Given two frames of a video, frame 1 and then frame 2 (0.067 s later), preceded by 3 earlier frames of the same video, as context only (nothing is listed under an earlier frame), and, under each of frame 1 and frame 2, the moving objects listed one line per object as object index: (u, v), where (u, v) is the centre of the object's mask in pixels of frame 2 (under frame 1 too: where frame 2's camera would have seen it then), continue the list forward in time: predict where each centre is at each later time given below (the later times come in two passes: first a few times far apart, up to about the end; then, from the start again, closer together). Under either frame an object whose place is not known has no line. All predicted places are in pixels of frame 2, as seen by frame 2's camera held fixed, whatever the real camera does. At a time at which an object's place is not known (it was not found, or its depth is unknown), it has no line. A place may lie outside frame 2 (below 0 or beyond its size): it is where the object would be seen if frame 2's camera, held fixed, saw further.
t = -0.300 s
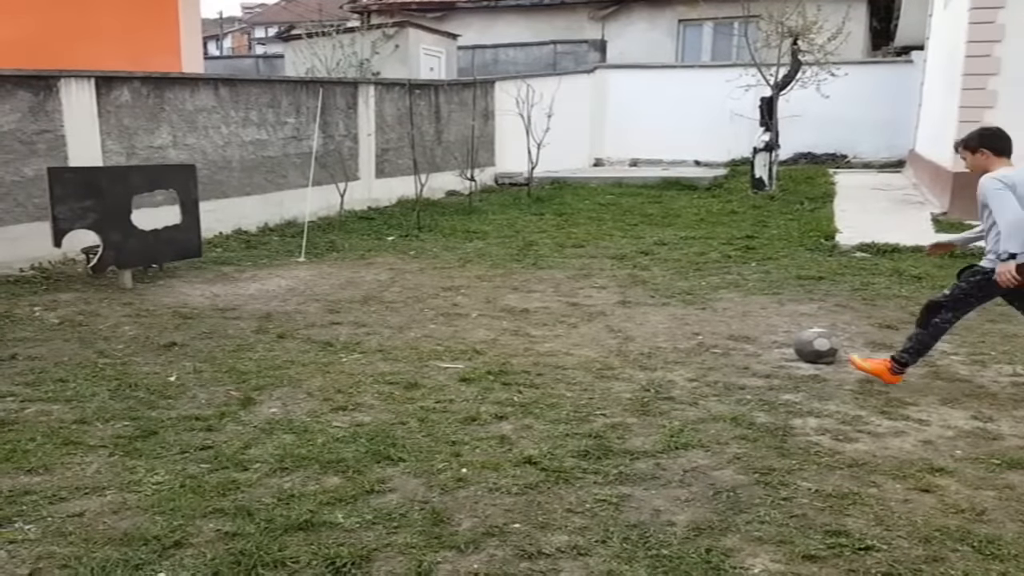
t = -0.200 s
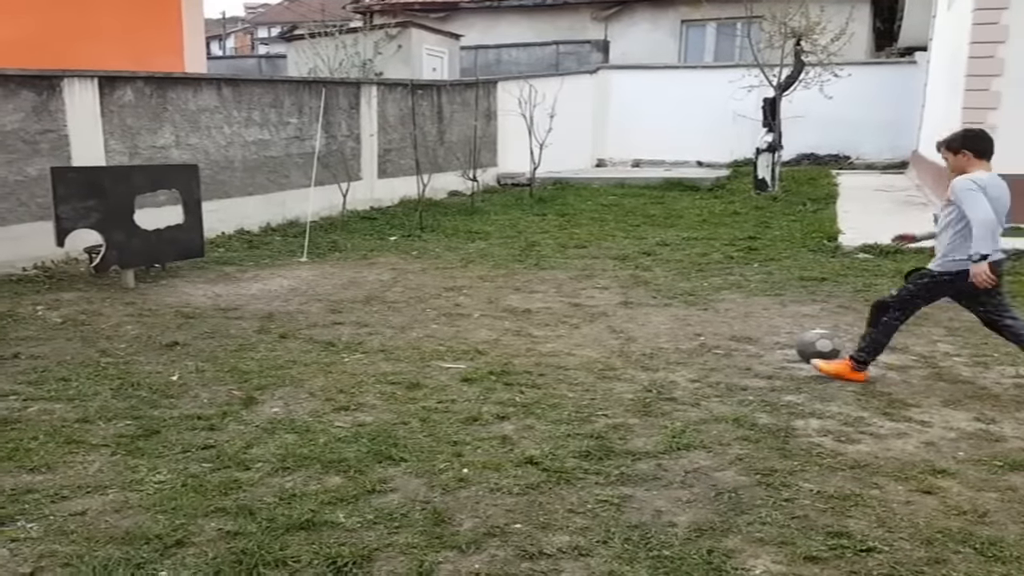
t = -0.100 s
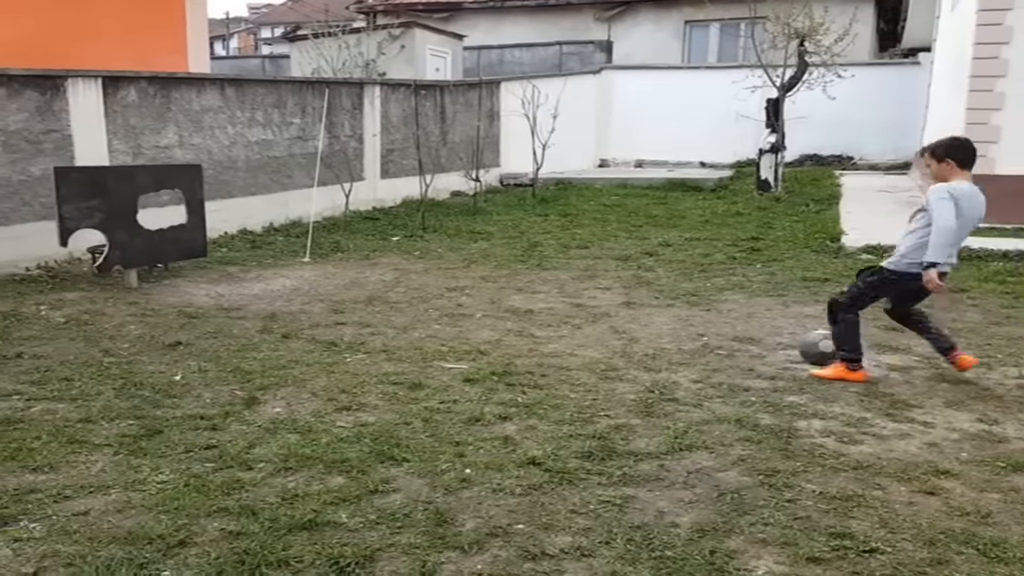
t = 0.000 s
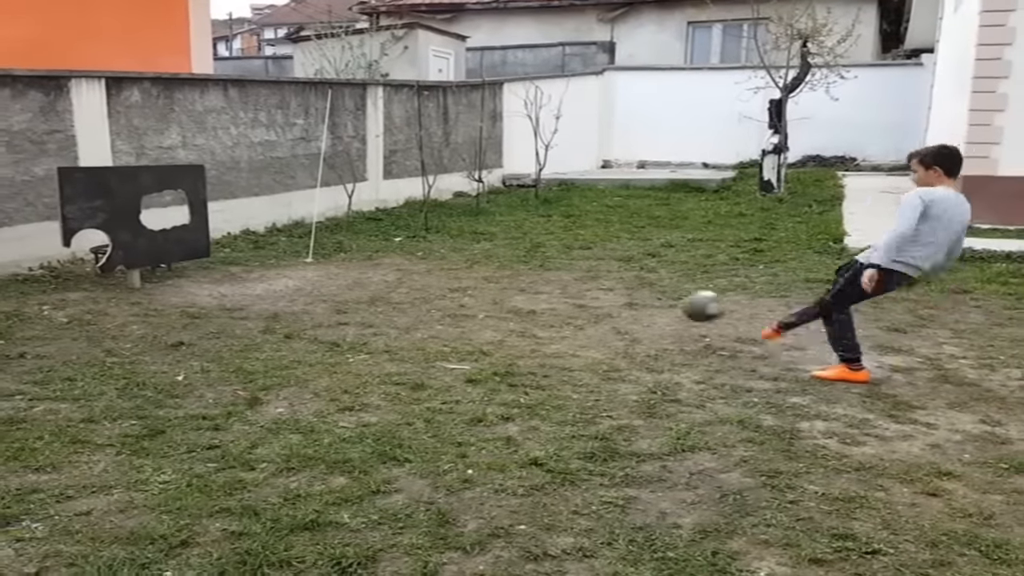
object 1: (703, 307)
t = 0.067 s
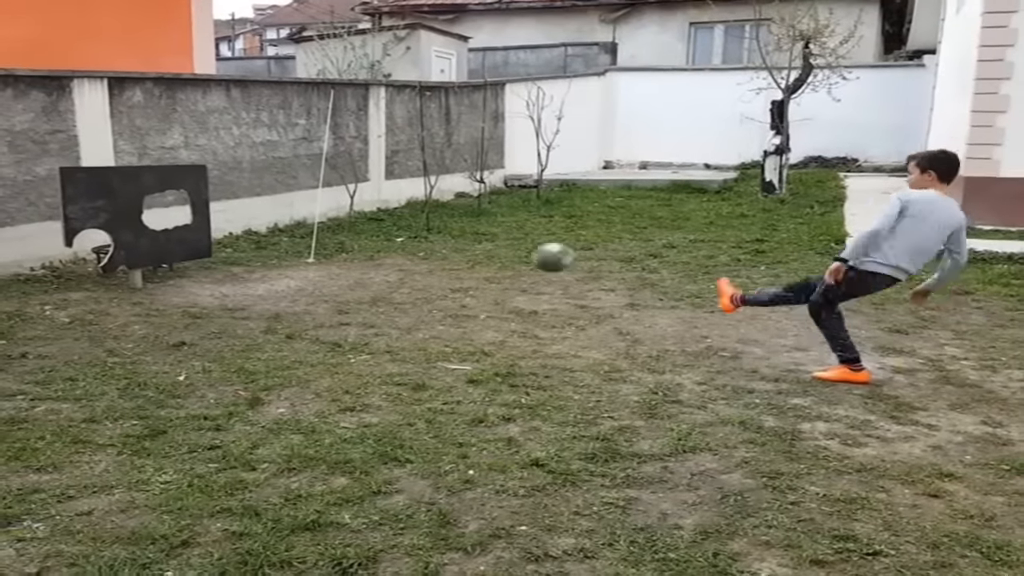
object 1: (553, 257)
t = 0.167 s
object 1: (361, 207)
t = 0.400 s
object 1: (211, 134)
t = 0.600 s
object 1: (359, 88)
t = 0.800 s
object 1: (524, 95)
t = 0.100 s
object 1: (485, 237)
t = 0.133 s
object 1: (421, 219)
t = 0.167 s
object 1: (361, 207)
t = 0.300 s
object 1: (151, 170)
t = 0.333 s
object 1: (165, 156)
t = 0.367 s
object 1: (187, 146)
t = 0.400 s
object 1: (211, 134)
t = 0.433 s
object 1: (234, 123)
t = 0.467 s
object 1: (258, 114)
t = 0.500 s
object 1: (282, 106)
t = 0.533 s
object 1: (307, 98)
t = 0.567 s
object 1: (333, 93)
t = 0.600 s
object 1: (359, 88)
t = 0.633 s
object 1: (384, 87)
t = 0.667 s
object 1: (411, 84)
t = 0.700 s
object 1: (438, 85)
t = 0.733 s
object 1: (466, 87)
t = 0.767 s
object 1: (494, 91)
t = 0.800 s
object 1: (524, 95)
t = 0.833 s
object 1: (552, 102)
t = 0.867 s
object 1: (581, 109)
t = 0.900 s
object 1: (612, 119)
